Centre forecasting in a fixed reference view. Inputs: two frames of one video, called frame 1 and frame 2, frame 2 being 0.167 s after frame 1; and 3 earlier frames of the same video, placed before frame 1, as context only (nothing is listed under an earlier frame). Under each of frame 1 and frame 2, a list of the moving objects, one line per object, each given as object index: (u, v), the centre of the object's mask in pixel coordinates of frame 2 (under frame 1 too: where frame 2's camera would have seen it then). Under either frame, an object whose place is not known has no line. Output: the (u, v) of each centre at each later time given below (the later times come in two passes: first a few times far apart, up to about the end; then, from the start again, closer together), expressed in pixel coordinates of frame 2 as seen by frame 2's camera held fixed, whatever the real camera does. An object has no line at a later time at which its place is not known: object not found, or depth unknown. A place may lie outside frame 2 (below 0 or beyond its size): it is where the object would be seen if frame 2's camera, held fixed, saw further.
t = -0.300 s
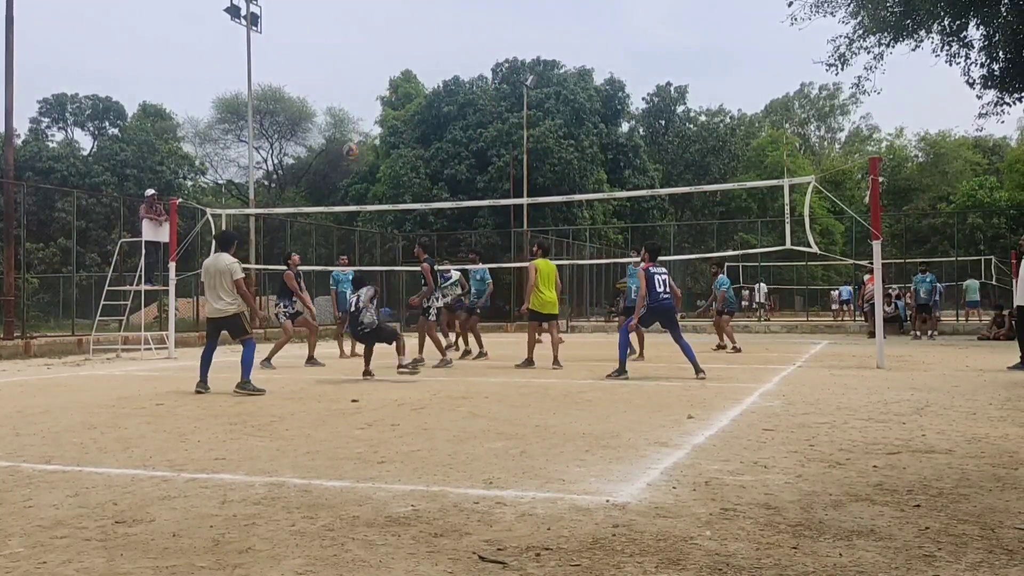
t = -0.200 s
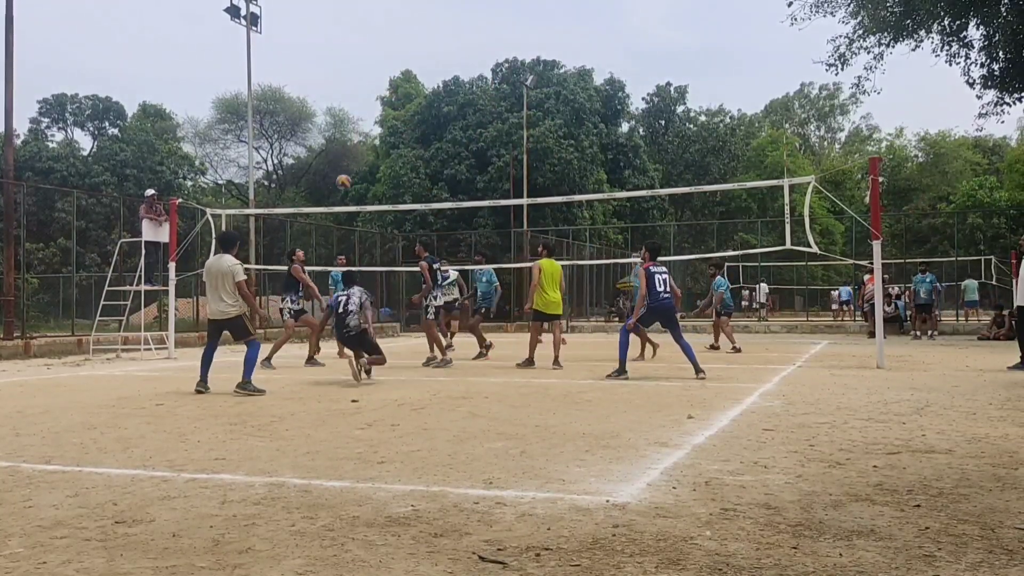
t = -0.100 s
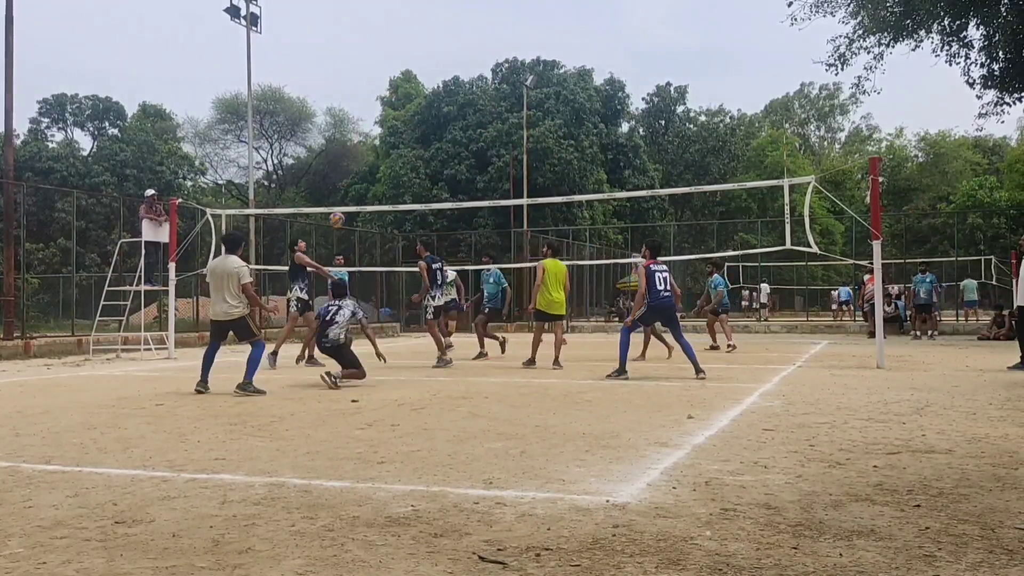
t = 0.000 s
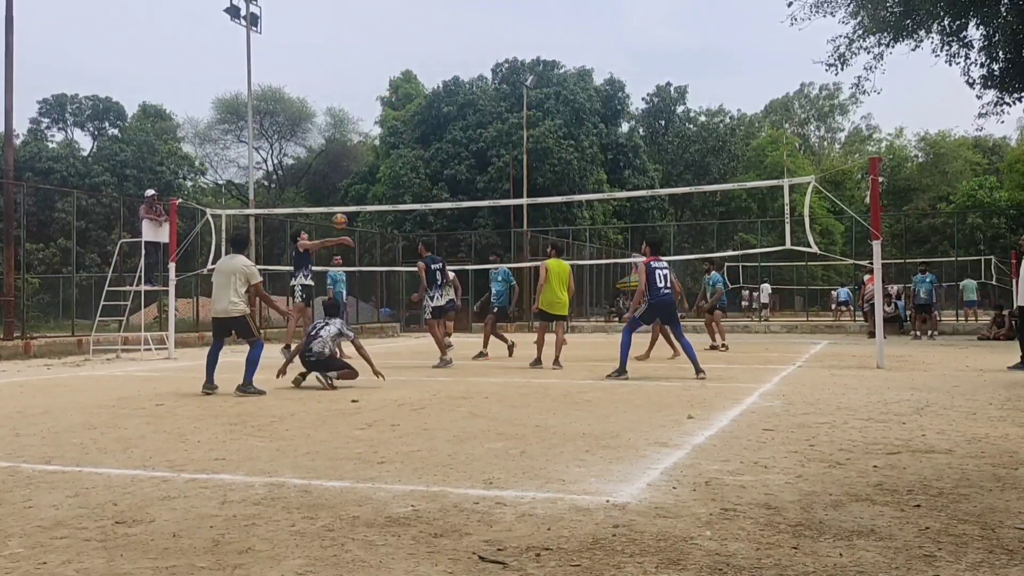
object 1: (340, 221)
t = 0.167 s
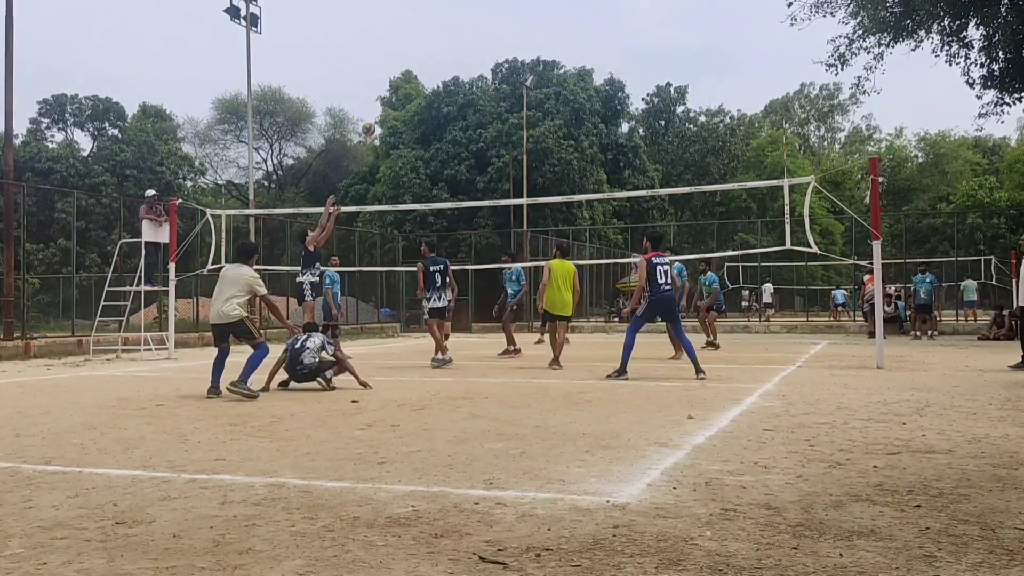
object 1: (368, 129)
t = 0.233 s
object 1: (379, 100)
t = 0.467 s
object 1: (413, 26)
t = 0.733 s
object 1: (447, -8)
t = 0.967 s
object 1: (473, -3)
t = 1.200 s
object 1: (495, 29)
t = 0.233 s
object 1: (379, 100)
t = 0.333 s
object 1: (394, 63)
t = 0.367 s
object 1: (399, 52)
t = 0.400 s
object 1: (403, 43)
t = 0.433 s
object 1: (408, 34)
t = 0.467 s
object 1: (413, 26)
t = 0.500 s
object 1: (417, 20)
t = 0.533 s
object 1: (422, 13)
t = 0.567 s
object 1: (426, 8)
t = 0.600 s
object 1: (430, 3)
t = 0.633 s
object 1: (435, -1)
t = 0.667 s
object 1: (439, -4)
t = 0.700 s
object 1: (443, -6)
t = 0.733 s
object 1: (447, -8)
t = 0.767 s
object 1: (451, -9)
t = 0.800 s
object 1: (455, -10)
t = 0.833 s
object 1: (458, -10)
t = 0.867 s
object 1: (462, -9)
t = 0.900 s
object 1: (466, -8)
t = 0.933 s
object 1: (469, -6)
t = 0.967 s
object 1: (473, -3)
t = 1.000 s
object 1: (476, 0)
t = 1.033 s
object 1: (479, 3)
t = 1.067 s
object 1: (483, 7)
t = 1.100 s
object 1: (486, 12)
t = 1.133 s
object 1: (489, 17)
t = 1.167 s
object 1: (492, 23)
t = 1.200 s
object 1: (495, 29)
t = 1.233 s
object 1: (498, 36)
